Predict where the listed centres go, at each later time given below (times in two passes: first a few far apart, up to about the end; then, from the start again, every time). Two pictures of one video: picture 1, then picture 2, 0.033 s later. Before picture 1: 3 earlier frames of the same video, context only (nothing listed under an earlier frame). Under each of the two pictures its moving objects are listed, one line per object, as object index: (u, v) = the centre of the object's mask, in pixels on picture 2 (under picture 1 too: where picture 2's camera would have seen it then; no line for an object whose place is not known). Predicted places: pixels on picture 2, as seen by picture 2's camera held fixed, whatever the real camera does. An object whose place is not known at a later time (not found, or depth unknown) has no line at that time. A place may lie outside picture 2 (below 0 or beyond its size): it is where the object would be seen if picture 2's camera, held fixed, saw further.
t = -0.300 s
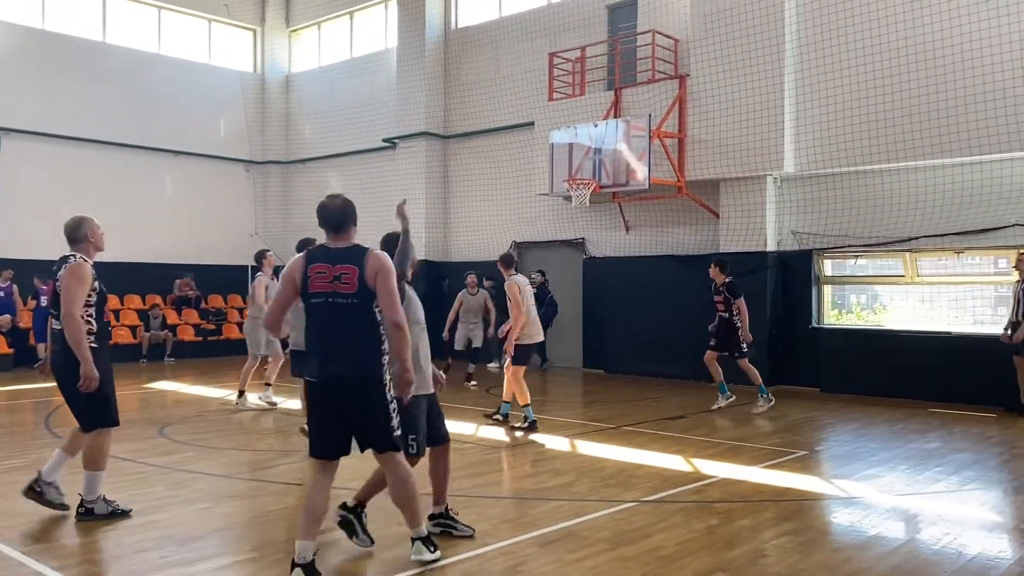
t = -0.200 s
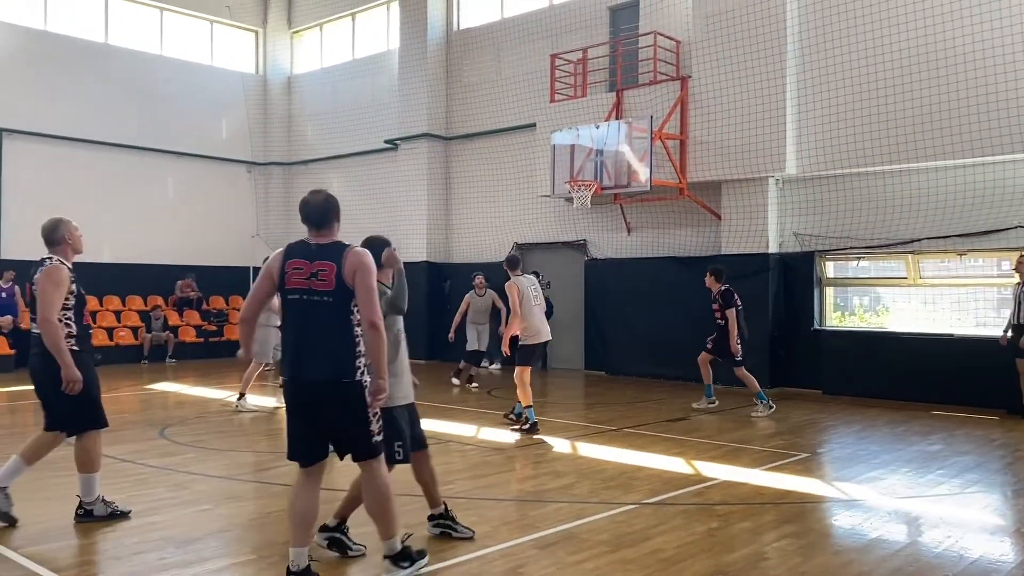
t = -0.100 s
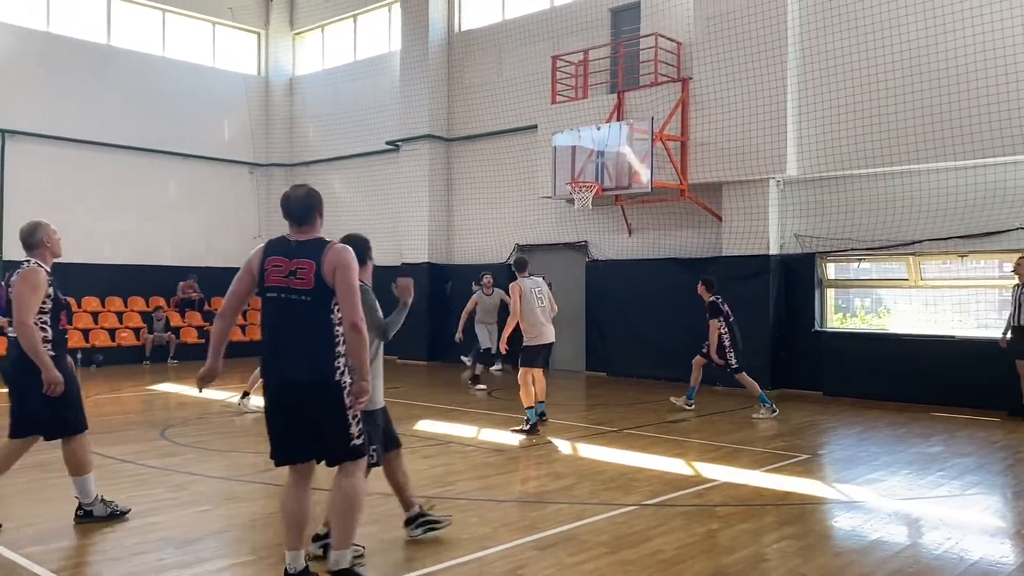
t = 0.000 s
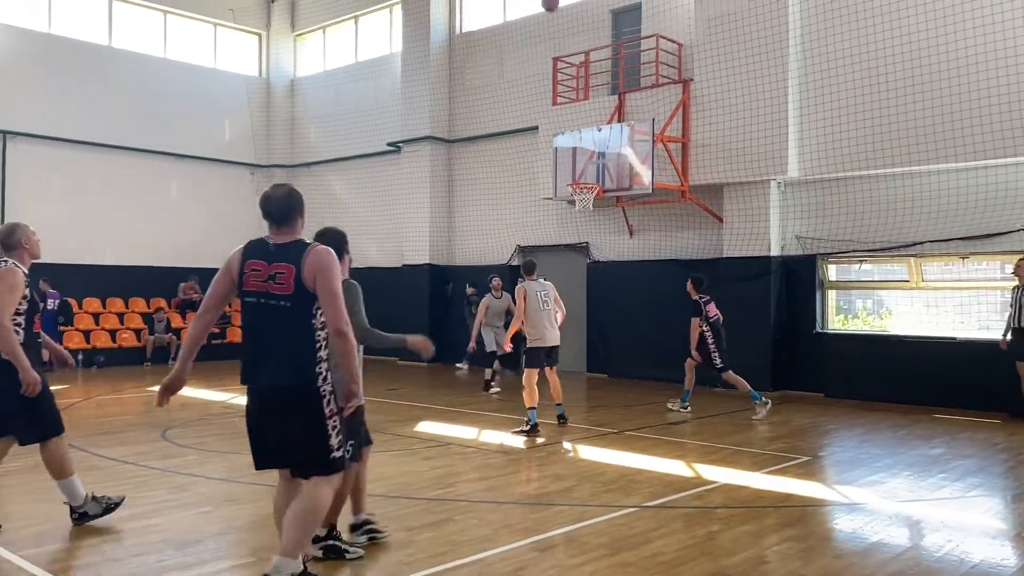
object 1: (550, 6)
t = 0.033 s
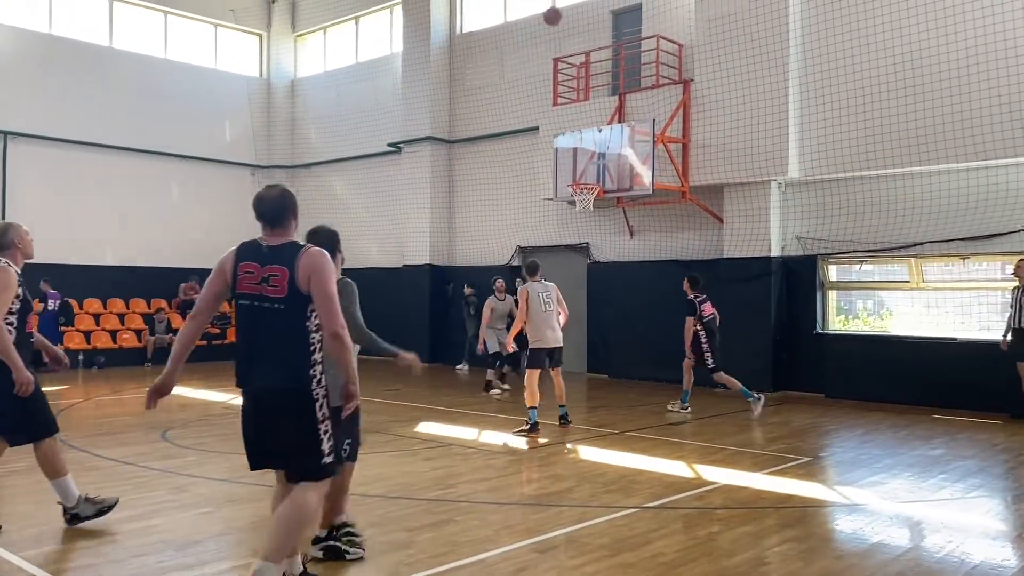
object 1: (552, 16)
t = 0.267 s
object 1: (564, 117)
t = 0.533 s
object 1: (526, 166)
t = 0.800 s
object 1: (438, 174)
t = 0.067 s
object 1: (554, 29)
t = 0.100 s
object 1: (555, 43)
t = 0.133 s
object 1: (557, 57)
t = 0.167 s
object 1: (559, 72)
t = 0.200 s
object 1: (560, 88)
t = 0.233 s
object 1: (563, 102)
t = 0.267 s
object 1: (564, 117)
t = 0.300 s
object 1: (565, 133)
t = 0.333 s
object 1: (567, 150)
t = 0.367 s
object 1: (568, 166)
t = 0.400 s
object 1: (568, 180)
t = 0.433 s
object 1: (558, 176)
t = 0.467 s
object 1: (547, 171)
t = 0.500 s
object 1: (537, 168)
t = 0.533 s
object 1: (526, 166)
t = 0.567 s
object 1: (516, 164)
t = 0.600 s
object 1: (505, 163)
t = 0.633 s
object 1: (494, 163)
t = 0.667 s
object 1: (483, 164)
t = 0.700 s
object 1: (472, 165)
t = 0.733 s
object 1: (461, 168)
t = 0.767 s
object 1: (449, 171)
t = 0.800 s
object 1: (438, 174)
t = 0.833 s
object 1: (426, 179)
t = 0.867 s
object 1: (415, 185)
